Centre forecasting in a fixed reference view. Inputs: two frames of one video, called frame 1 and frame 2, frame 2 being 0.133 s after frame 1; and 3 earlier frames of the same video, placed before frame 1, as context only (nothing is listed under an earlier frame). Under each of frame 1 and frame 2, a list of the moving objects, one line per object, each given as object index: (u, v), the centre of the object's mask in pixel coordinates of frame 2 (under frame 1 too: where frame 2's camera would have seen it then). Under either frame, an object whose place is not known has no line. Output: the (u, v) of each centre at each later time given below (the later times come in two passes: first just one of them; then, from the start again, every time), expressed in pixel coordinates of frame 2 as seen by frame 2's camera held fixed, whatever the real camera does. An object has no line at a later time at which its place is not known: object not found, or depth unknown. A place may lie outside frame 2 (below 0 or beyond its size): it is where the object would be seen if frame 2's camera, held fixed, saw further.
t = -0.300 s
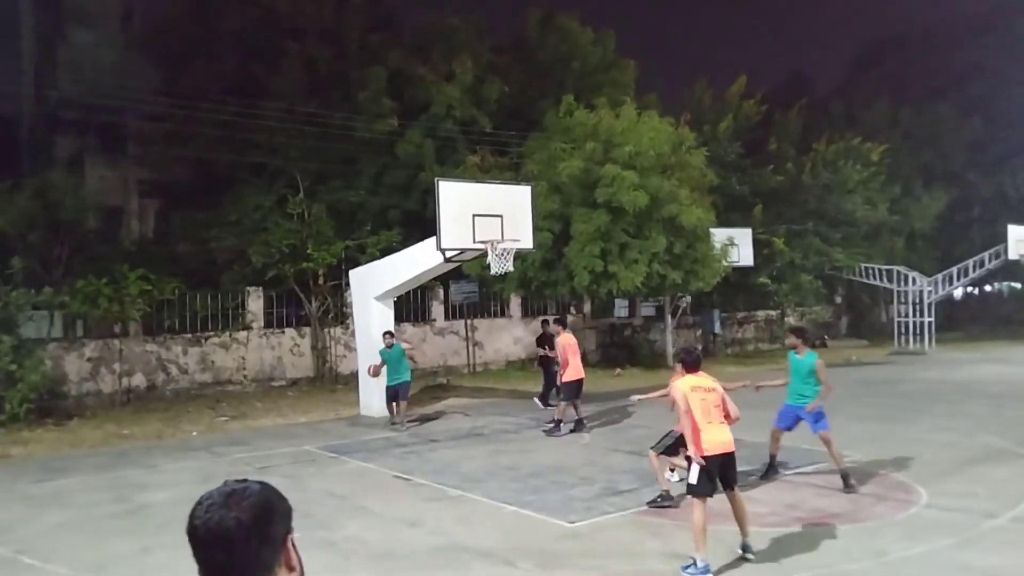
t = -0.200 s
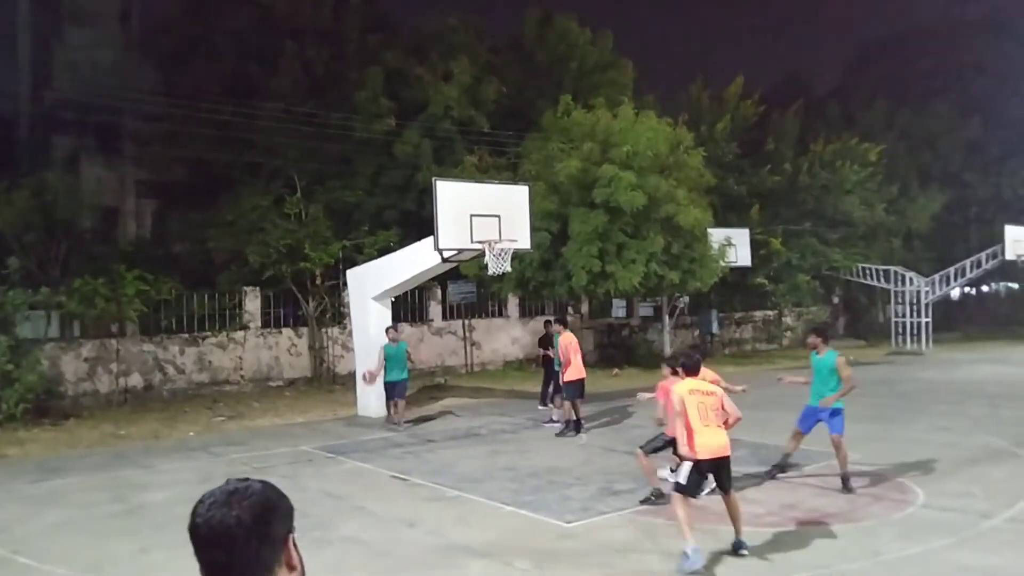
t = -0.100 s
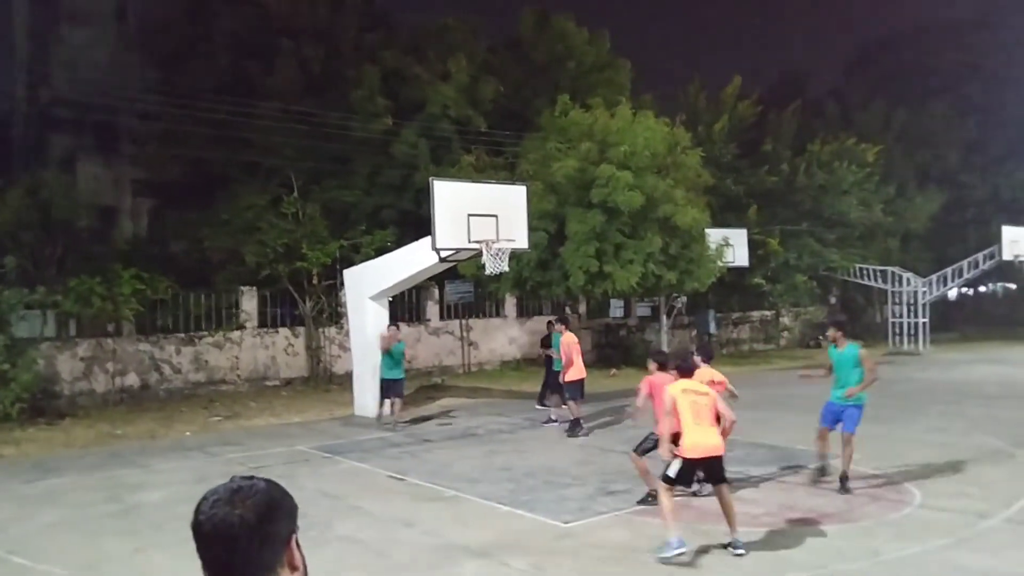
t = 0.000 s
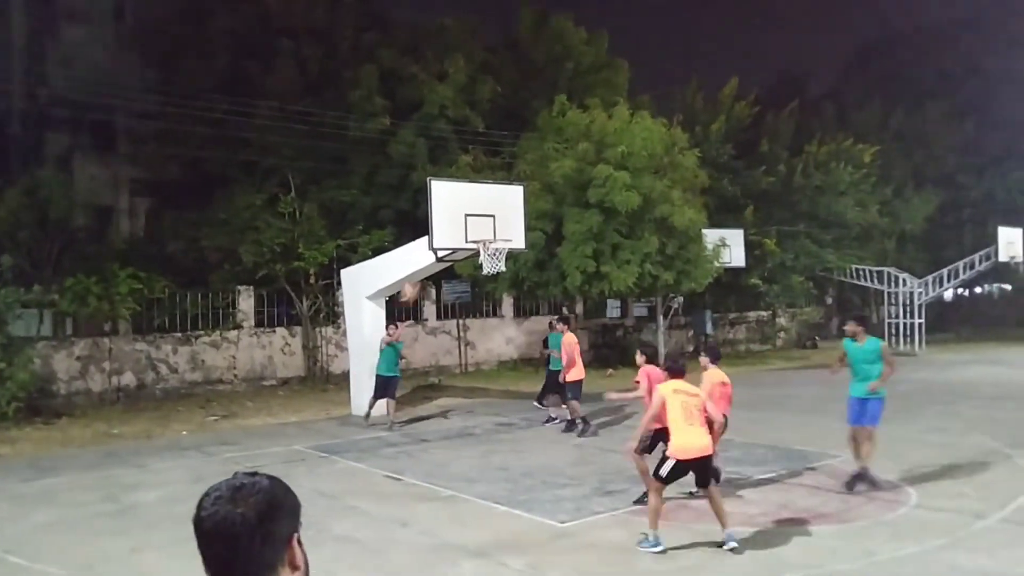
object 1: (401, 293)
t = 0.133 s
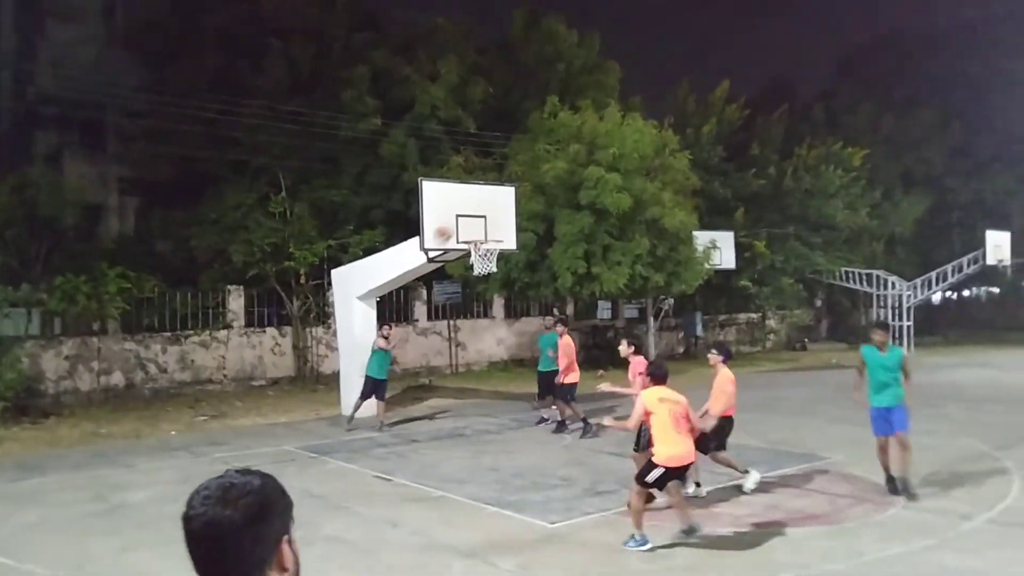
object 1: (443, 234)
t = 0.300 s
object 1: (513, 160)
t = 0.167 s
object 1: (455, 219)
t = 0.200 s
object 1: (469, 204)
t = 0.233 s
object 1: (484, 186)
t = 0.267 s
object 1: (498, 172)
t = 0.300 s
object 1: (513, 160)
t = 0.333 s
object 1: (530, 144)
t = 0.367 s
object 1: (549, 129)
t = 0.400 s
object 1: (570, 114)
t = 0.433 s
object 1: (590, 100)
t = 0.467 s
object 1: (613, 87)
